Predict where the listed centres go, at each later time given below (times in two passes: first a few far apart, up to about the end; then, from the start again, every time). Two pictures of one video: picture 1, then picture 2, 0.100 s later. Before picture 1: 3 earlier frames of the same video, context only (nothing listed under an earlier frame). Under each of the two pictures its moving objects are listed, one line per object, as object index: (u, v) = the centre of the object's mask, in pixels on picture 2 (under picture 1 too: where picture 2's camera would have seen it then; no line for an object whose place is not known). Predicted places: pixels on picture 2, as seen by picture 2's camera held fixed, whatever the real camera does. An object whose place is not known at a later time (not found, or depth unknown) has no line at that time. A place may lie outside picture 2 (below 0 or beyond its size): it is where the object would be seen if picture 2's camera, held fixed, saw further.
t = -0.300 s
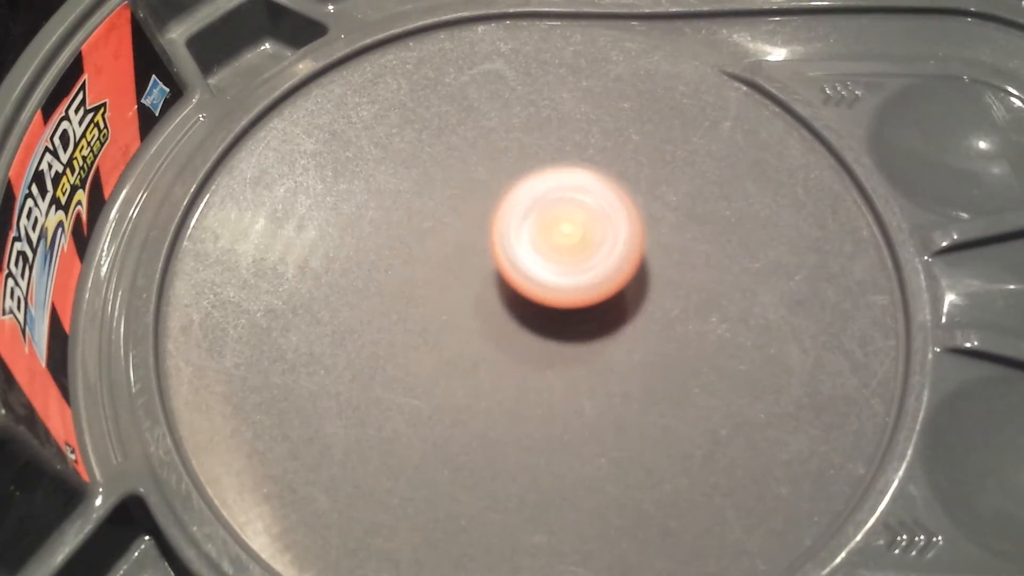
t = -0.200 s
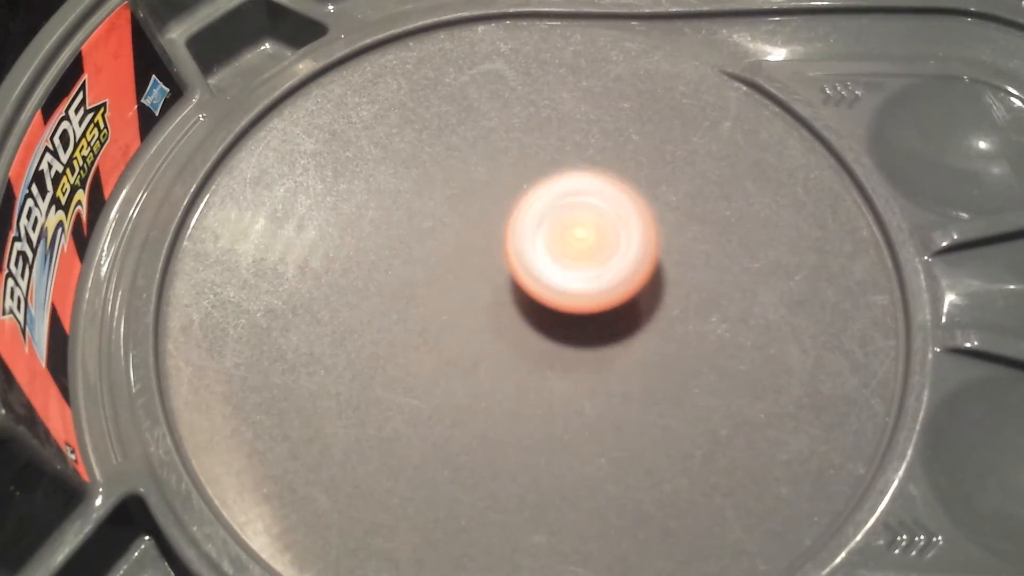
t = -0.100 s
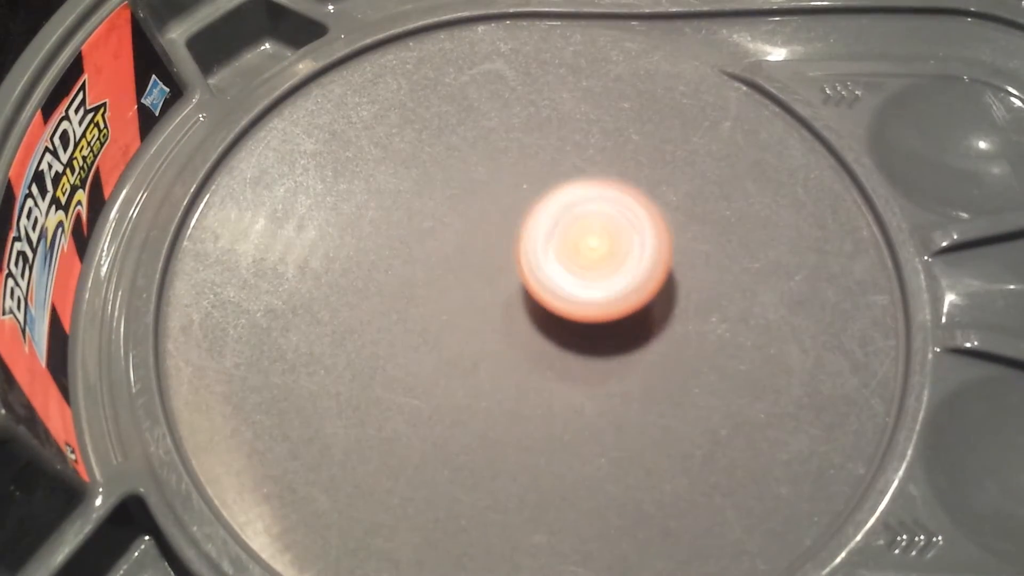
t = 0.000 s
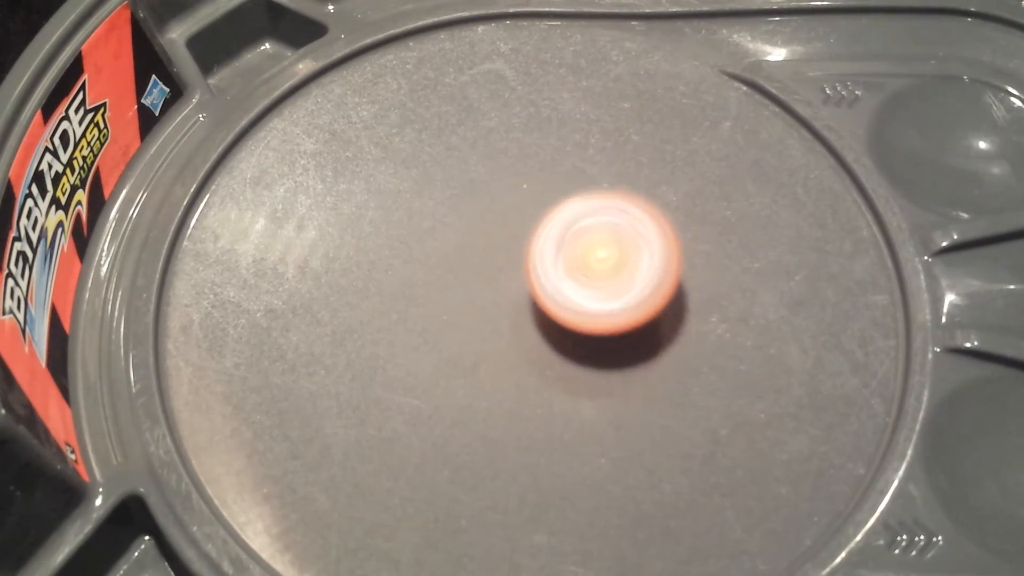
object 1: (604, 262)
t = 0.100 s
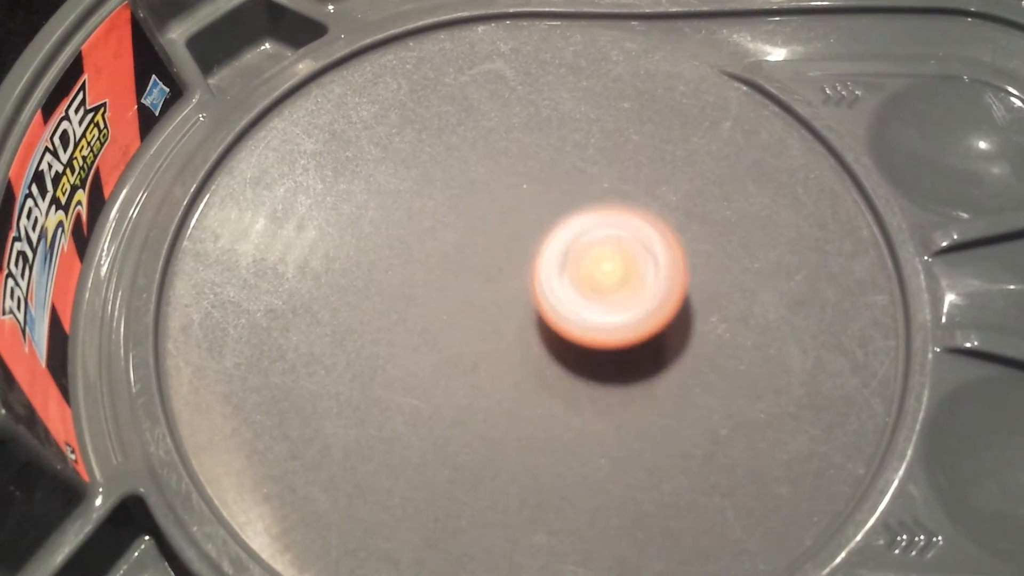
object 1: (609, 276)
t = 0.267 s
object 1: (608, 300)
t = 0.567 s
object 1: (572, 329)
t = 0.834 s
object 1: (530, 324)
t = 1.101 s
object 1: (509, 293)
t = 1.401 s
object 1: (524, 253)
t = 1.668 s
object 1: (564, 238)
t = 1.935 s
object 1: (604, 257)
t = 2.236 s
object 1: (612, 301)
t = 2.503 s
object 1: (575, 328)
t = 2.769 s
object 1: (527, 323)
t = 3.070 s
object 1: (504, 282)
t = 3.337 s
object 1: (528, 246)
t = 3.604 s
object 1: (577, 237)
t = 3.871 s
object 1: (612, 268)
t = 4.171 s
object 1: (598, 316)
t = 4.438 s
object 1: (549, 331)
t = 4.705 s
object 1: (507, 306)
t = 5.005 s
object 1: (512, 258)
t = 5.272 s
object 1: (559, 238)
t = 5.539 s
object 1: (606, 258)
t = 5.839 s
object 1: (607, 307)
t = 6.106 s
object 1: (560, 329)
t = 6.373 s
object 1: (512, 308)
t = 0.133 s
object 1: (610, 281)
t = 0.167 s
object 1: (610, 285)
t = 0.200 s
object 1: (611, 290)
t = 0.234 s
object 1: (610, 295)
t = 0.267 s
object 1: (608, 300)
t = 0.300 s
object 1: (605, 305)
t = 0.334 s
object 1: (602, 309)
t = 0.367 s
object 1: (599, 313)
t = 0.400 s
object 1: (595, 317)
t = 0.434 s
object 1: (591, 320)
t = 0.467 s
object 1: (586, 322)
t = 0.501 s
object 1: (582, 325)
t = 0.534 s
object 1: (577, 327)
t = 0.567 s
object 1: (572, 329)
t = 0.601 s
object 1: (566, 331)
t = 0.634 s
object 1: (561, 331)
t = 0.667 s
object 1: (556, 332)
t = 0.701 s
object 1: (550, 331)
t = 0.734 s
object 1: (545, 330)
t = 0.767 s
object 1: (540, 329)
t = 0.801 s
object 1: (535, 327)
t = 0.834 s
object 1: (530, 324)
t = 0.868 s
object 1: (526, 321)
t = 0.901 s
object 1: (521, 318)
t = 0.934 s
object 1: (518, 314)
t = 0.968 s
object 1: (515, 311)
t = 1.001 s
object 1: (512, 307)
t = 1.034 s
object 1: (510, 302)
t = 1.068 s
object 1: (509, 298)
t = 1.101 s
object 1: (509, 293)
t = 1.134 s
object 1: (508, 288)
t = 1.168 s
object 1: (508, 284)
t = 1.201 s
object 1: (509, 279)
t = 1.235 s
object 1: (510, 274)
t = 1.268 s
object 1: (511, 269)
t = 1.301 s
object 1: (513, 264)
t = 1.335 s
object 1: (517, 260)
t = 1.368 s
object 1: (520, 256)
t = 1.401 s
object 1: (524, 253)
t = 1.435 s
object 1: (528, 249)
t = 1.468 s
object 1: (533, 247)
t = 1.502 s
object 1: (538, 244)
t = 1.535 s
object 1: (543, 242)
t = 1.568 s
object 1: (548, 240)
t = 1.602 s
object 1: (554, 239)
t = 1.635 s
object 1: (559, 239)
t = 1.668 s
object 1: (564, 238)
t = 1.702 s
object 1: (570, 238)
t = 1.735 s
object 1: (575, 239)
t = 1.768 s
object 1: (581, 241)
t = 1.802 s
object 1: (586, 243)
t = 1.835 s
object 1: (592, 246)
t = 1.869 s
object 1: (596, 249)
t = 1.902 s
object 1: (600, 253)
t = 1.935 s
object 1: (604, 257)
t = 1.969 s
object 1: (607, 261)
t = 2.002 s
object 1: (610, 266)
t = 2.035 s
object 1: (612, 271)
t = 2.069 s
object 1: (614, 276)
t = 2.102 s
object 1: (615, 281)
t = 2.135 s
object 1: (615, 286)
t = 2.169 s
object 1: (615, 291)
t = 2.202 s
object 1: (613, 296)
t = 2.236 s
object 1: (612, 301)
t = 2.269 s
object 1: (609, 306)
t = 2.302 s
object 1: (605, 310)
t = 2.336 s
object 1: (601, 314)
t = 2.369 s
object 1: (597, 318)
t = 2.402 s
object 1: (592, 321)
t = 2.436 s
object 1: (587, 324)
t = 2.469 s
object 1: (581, 326)
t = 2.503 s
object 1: (575, 328)
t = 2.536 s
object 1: (569, 329)
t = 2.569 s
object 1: (563, 330)
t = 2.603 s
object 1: (557, 330)
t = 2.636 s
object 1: (550, 330)
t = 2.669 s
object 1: (544, 329)
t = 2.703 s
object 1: (538, 327)
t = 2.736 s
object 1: (532, 325)
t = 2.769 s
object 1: (527, 323)
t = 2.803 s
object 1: (521, 319)
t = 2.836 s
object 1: (517, 315)
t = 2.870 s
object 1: (513, 311)
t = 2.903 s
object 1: (510, 307)
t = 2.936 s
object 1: (507, 302)
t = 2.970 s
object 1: (506, 297)
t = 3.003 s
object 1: (505, 292)
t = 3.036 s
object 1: (504, 287)
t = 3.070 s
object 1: (504, 282)
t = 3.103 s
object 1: (504, 277)
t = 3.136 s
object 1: (506, 272)
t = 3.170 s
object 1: (508, 267)
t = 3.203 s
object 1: (510, 261)
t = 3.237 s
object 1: (514, 257)
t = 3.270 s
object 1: (518, 253)
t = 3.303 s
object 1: (523, 249)
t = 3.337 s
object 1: (528, 246)
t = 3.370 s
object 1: (533, 243)
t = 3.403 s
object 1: (539, 240)
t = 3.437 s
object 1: (545, 238)
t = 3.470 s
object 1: (550, 237)
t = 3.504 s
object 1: (557, 236)
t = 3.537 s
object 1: (563, 235)
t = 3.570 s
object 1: (570, 236)
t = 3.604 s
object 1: (577, 237)
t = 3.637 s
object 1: (582, 240)
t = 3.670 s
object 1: (588, 242)
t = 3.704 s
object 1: (594, 245)
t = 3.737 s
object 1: (599, 249)
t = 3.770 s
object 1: (603, 253)
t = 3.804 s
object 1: (607, 257)
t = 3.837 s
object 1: (610, 262)
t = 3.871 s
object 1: (612, 268)
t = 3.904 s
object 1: (614, 273)
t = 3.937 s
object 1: (615, 279)
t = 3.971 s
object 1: (615, 285)
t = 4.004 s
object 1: (614, 290)
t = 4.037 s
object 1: (613, 296)
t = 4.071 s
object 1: (610, 301)
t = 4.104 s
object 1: (607, 306)
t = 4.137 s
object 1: (603, 311)
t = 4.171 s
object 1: (598, 316)
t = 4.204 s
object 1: (593, 319)
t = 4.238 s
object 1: (588, 323)
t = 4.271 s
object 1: (582, 326)
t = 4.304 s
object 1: (576, 328)
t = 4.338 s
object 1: (570, 330)
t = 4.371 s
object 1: (563, 331)
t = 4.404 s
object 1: (556, 331)
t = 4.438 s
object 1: (549, 331)
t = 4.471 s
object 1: (543, 329)
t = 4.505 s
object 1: (536, 328)
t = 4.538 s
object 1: (530, 325)
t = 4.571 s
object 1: (524, 322)
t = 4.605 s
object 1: (518, 318)
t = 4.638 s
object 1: (514, 315)
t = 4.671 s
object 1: (510, 311)
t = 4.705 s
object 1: (507, 306)
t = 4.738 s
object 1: (504, 300)
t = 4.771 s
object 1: (503, 295)
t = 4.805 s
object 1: (502, 289)
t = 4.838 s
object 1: (502, 284)
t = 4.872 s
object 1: (502, 278)
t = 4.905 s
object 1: (503, 272)
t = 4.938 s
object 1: (505, 268)
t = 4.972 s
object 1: (508, 263)
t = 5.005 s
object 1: (512, 258)
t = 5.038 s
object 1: (517, 253)
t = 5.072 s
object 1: (522, 249)
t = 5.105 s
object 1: (527, 246)
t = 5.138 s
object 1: (534, 244)
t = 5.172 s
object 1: (540, 241)
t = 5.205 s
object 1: (546, 239)
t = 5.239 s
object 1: (552, 238)
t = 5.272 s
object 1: (559, 238)
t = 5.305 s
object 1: (566, 238)
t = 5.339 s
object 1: (573, 238)
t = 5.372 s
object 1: (580, 240)
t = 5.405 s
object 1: (586, 243)
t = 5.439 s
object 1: (592, 246)
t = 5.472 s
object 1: (598, 250)
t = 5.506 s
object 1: (602, 254)
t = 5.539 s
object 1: (606, 258)
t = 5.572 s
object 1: (610, 263)
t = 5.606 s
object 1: (612, 269)
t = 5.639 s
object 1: (614, 274)
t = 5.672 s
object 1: (615, 280)
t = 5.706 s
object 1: (615, 286)
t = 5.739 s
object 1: (614, 292)
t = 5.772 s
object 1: (613, 297)
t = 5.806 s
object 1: (610, 303)
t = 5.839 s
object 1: (607, 307)
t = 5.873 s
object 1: (602, 312)
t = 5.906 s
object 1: (597, 316)
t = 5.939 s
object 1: (591, 320)
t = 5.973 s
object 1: (586, 323)
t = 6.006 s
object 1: (579, 325)
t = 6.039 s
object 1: (572, 327)
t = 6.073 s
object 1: (566, 328)
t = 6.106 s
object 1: (560, 329)
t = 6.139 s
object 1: (552, 328)
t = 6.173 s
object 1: (545, 327)
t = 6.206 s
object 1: (538, 325)
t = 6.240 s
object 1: (532, 322)
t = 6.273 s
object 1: (526, 320)
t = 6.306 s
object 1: (521, 317)
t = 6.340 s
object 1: (516, 313)
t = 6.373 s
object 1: (512, 308)
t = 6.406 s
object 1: (509, 303)
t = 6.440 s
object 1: (507, 297)
